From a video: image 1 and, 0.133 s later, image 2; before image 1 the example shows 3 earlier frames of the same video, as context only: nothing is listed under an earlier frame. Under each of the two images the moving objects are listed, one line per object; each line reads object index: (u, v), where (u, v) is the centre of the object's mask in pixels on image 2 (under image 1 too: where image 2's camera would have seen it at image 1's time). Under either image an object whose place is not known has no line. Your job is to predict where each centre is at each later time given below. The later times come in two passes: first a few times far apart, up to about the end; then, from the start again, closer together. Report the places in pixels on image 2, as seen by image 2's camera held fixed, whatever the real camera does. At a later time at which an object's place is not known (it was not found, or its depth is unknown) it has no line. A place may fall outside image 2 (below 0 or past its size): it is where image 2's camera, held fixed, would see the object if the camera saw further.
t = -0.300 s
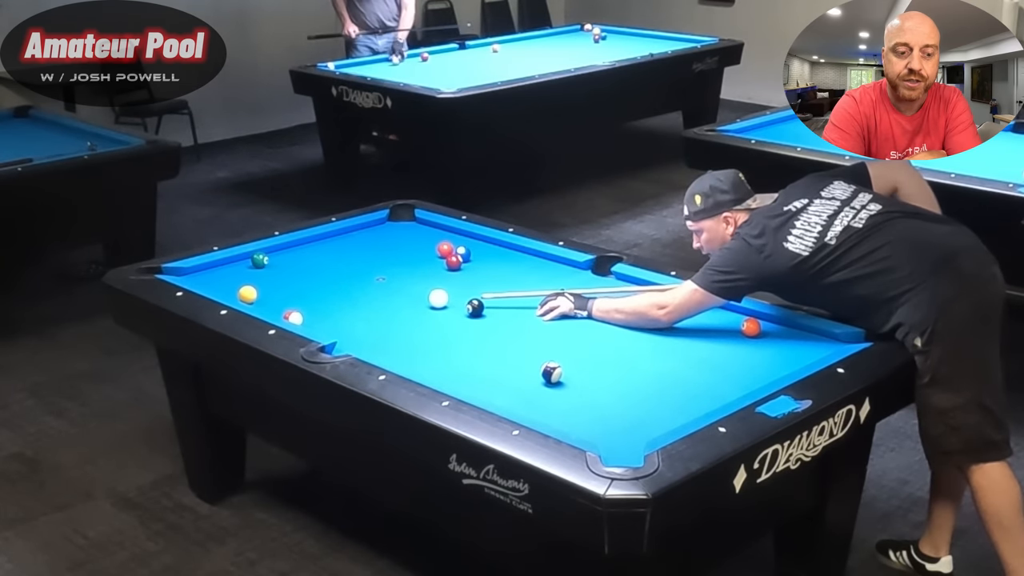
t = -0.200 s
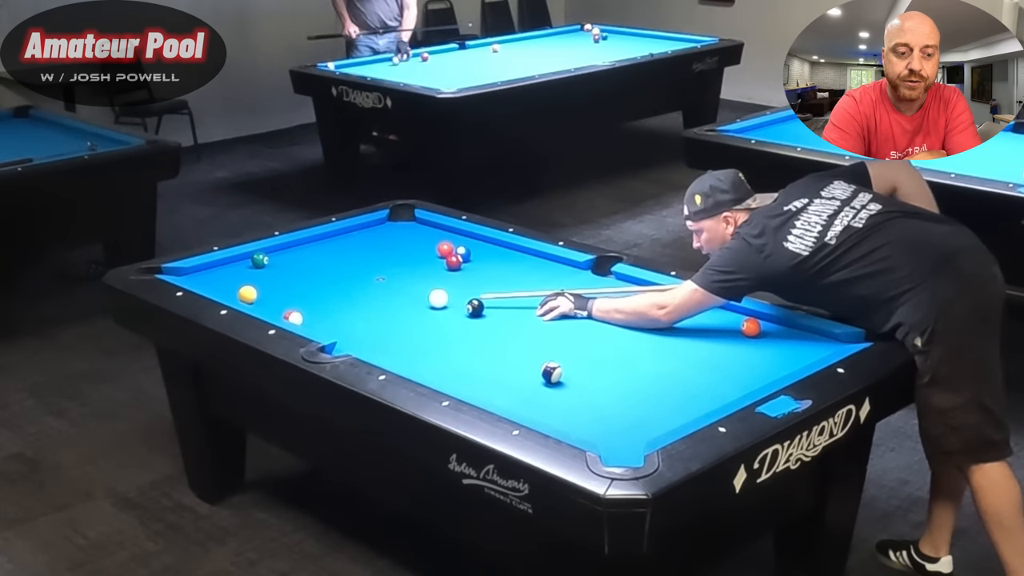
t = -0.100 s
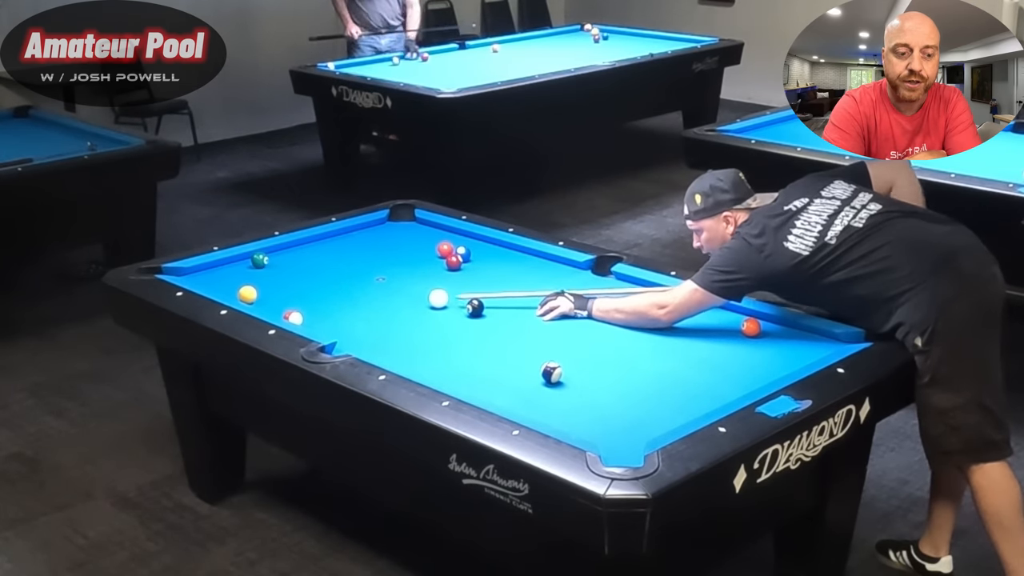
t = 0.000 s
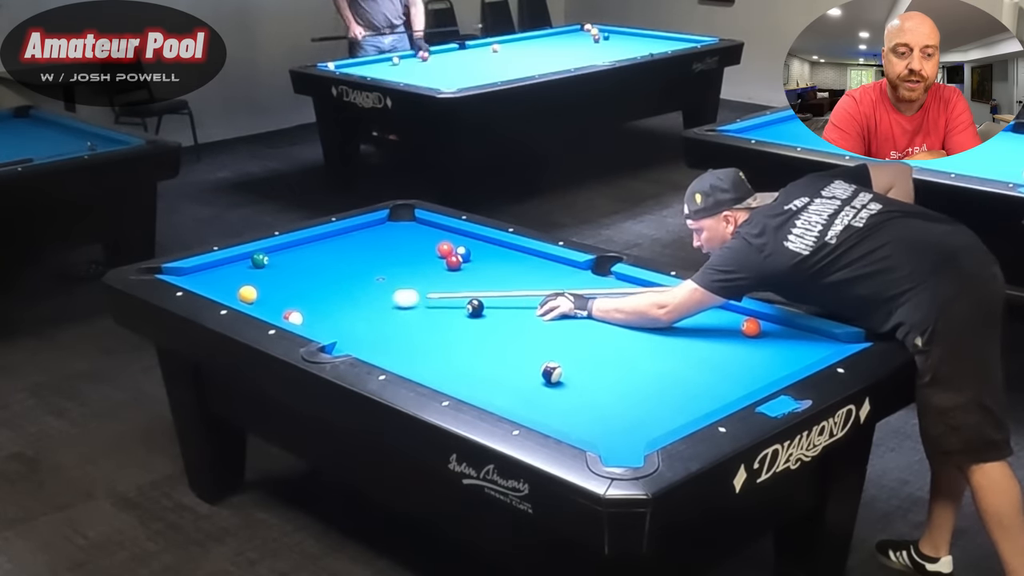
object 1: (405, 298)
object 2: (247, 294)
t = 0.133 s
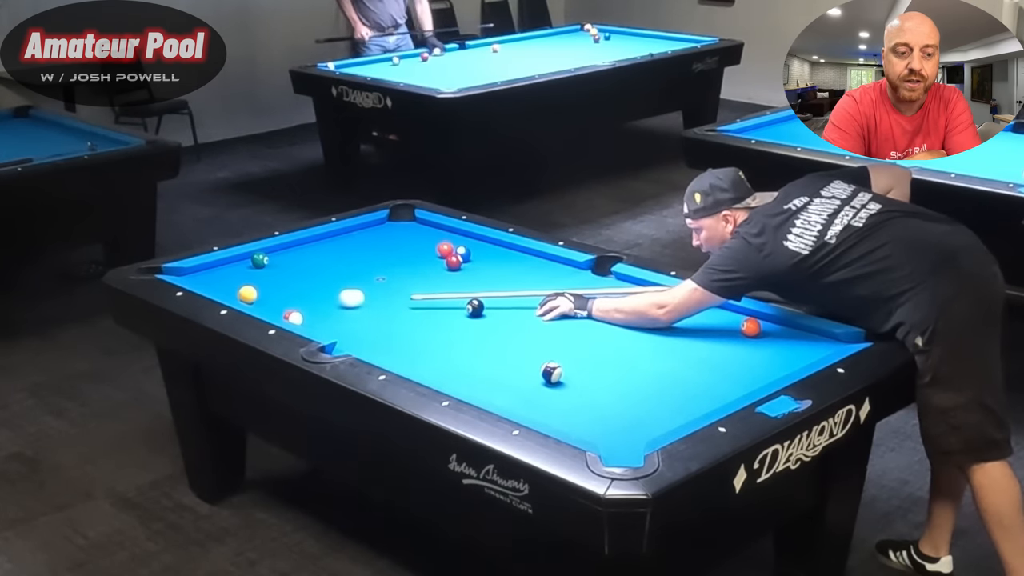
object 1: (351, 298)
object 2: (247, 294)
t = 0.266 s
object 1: (298, 298)
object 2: (247, 294)
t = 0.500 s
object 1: (251, 298)
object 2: (222, 287)
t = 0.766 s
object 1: (275, 289)
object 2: (194, 277)
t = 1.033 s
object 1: (298, 280)
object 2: (178, 271)
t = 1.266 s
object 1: (316, 272)
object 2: (172, 272)
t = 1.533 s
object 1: (335, 265)
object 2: (174, 271)
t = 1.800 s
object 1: (352, 257)
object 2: (175, 270)
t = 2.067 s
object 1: (368, 251)
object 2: (175, 270)
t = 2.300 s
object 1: (380, 246)
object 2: (175, 270)
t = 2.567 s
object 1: (393, 240)
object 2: (175, 270)
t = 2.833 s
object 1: (404, 236)
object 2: (175, 270)
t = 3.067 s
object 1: (414, 232)
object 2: (175, 270)
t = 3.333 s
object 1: (423, 228)
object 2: (175, 270)
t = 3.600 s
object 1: (431, 225)
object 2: (175, 270)
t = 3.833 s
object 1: (424, 226)
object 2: (175, 270)
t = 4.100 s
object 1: (418, 227)
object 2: (175, 270)
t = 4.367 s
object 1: (413, 228)
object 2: (175, 270)
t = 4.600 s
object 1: (410, 229)
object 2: (175, 270)
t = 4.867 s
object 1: (408, 229)
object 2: (175, 270)
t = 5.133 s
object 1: (407, 230)
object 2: (175, 270)
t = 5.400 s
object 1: (407, 230)
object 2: (175, 270)
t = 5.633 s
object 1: (407, 230)
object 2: (175, 270)
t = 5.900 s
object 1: (407, 230)
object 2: (175, 270)
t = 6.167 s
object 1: (407, 230)
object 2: (175, 270)
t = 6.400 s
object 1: (407, 230)
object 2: (175, 269)
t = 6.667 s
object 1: (407, 230)
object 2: (175, 269)
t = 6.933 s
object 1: (407, 230)
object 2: (175, 269)
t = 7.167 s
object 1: (407, 230)
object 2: (175, 270)
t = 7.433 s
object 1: (407, 230)
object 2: (175, 270)
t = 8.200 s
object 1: (407, 230)
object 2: (175, 270)
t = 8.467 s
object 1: (407, 230)
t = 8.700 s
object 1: (407, 230)
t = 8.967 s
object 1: (407, 230)
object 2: (175, 270)
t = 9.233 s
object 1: (407, 230)
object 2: (175, 270)
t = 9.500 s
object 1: (407, 230)
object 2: (175, 270)
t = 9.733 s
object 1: (407, 230)
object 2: (175, 270)
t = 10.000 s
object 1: (406, 230)
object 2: (175, 270)
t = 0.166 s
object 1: (338, 298)
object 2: (247, 294)
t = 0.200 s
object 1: (325, 298)
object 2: (247, 294)
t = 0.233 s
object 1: (312, 298)
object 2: (247, 294)
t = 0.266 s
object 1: (298, 298)
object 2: (247, 294)
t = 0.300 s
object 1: (286, 298)
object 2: (247, 294)
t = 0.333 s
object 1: (272, 298)
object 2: (247, 294)
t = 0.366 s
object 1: (262, 298)
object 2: (245, 293)
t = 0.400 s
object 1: (255, 298)
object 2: (239, 291)
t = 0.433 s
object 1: (250, 299)
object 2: (233, 290)
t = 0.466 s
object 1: (248, 299)
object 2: (227, 288)
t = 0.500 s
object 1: (251, 298)
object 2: (222, 287)
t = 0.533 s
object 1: (254, 297)
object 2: (217, 286)
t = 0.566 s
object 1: (257, 297)
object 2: (212, 284)
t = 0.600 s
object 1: (260, 296)
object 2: (207, 283)
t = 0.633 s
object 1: (263, 294)
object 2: (204, 282)
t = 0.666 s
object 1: (266, 293)
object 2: (201, 280)
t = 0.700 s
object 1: (269, 292)
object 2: (199, 279)
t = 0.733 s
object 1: (272, 291)
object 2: (196, 278)
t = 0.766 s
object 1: (275, 289)
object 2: (194, 277)
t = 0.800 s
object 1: (278, 288)
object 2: (192, 275)
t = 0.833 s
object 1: (281, 287)
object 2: (190, 274)
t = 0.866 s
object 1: (284, 286)
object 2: (187, 273)
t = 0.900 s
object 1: (287, 285)
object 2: (185, 272)
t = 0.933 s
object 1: (289, 283)
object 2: (183, 271)
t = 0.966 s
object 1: (292, 282)
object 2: (181, 271)
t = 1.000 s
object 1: (295, 281)
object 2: (179, 271)
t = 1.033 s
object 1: (298, 280)
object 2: (178, 271)
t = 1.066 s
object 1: (300, 279)
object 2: (176, 272)
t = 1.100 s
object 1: (303, 278)
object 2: (175, 272)
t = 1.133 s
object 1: (306, 277)
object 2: (173, 272)
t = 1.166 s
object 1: (308, 276)
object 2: (172, 272)
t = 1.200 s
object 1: (311, 274)
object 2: (171, 272)
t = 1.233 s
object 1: (313, 273)
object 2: (171, 272)
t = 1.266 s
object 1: (316, 272)
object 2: (172, 272)
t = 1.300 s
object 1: (318, 271)
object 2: (172, 272)
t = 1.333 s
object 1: (321, 270)
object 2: (172, 272)
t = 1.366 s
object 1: (323, 269)
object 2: (173, 272)
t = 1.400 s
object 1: (326, 268)
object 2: (173, 272)
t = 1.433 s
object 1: (328, 267)
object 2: (173, 272)
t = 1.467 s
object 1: (330, 266)
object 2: (173, 272)
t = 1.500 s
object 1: (333, 265)
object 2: (174, 272)
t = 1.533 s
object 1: (335, 265)
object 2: (174, 271)
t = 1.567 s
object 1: (337, 264)
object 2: (174, 271)
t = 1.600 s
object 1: (339, 263)
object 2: (174, 271)
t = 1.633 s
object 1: (341, 262)
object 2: (174, 271)
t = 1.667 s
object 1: (344, 261)
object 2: (175, 271)
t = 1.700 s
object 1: (346, 260)
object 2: (175, 271)
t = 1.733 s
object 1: (348, 259)
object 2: (175, 270)
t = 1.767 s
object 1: (350, 258)
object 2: (175, 271)
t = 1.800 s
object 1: (352, 257)
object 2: (175, 270)
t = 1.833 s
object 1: (354, 257)
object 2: (175, 270)
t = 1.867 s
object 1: (356, 256)
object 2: (175, 270)
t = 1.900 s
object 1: (358, 255)
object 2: (175, 270)
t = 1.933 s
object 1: (360, 254)
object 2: (175, 270)
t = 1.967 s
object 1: (362, 253)
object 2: (175, 270)
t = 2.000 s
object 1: (364, 252)
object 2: (175, 270)
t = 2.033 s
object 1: (366, 252)
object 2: (175, 270)
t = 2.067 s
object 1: (368, 251)
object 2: (175, 270)
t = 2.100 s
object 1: (369, 250)
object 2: (175, 270)
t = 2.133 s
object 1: (371, 249)
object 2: (175, 270)
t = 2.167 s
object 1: (373, 249)
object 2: (175, 270)
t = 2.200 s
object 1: (375, 248)
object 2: (175, 270)
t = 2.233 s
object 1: (376, 247)
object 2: (175, 270)
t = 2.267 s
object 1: (378, 246)
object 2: (175, 270)
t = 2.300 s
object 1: (380, 246)
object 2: (175, 270)
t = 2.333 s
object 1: (381, 245)
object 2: (175, 270)
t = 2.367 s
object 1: (383, 244)
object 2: (175, 270)
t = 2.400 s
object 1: (385, 244)
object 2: (175, 270)
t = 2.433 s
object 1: (386, 243)
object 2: (175, 270)
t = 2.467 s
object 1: (388, 242)
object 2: (175, 270)
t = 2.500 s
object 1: (390, 242)
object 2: (175, 270)
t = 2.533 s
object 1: (391, 241)
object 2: (175, 270)
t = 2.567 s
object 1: (393, 240)
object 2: (175, 270)
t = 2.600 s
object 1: (394, 240)
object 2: (175, 270)
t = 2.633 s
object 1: (396, 239)
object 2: (175, 270)
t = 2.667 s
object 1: (397, 239)
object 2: (175, 270)
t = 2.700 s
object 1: (399, 238)
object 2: (175, 270)
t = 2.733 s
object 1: (400, 237)
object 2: (175, 270)
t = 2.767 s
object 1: (402, 237)
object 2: (175, 270)
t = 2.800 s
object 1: (403, 236)
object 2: (175, 270)
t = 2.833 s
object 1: (404, 236)
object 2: (175, 270)
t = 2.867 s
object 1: (406, 235)
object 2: (175, 270)
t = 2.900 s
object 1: (407, 234)
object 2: (175, 270)
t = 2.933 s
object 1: (408, 234)
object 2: (175, 270)
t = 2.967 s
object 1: (410, 233)
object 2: (175, 270)
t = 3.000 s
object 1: (411, 233)
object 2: (175, 270)
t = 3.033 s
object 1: (412, 232)
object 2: (175, 270)
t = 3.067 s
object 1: (414, 232)
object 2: (175, 270)
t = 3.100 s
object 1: (415, 231)
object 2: (175, 270)
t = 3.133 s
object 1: (416, 231)
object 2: (175, 270)
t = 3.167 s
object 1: (417, 230)
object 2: (175, 270)
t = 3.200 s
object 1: (419, 230)
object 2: (175, 270)
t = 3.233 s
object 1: (420, 229)
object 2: (175, 270)
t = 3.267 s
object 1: (421, 229)
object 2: (175, 270)
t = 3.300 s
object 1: (422, 228)
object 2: (175, 270)
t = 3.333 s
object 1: (423, 228)
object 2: (175, 270)
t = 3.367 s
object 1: (424, 227)
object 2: (175, 270)
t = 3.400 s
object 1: (426, 227)
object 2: (175, 270)
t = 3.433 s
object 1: (427, 227)
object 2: (175, 270)
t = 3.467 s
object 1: (428, 226)
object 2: (175, 270)
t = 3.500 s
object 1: (429, 226)
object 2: (175, 270)
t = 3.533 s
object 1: (430, 225)
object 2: (175, 270)
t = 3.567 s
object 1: (431, 225)
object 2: (175, 270)
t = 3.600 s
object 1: (431, 225)
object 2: (175, 270)
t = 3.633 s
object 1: (430, 225)
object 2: (175, 270)
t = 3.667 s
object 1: (429, 225)
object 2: (175, 270)
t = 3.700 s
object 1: (428, 225)
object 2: (175, 270)
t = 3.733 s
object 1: (427, 225)
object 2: (175, 270)
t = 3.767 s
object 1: (426, 226)
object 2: (175, 270)
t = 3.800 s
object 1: (425, 226)
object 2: (175, 270)
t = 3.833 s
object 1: (424, 226)
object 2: (175, 270)
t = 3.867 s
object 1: (423, 226)
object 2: (175, 270)
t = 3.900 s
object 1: (423, 226)
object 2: (175, 270)
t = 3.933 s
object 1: (422, 226)
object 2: (175, 270)
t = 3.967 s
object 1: (421, 227)
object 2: (175, 270)
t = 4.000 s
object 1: (420, 227)
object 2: (175, 270)
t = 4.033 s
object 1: (420, 227)
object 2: (175, 270)
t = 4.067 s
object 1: (419, 227)
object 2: (175, 270)
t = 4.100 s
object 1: (418, 227)
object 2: (175, 270)
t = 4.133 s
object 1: (417, 227)
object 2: (175, 270)
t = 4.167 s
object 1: (417, 227)
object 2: (175, 270)
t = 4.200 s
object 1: (416, 227)
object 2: (175, 270)
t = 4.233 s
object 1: (416, 228)
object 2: (175, 270)
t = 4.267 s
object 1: (415, 228)
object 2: (175, 270)
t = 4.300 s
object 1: (414, 228)
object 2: (175, 270)
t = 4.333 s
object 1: (414, 228)
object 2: (175, 270)
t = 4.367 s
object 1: (413, 228)
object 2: (175, 270)
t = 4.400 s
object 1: (413, 228)
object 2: (175, 270)
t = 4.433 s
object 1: (412, 228)
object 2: (175, 270)
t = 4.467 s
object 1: (412, 228)
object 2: (175, 270)
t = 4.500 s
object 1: (411, 228)
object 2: (175, 270)
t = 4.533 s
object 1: (411, 229)
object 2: (175, 270)
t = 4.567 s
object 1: (411, 229)
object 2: (175, 270)
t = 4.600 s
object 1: (410, 229)
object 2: (175, 270)
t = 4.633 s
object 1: (410, 229)
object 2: (175, 270)
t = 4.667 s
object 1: (410, 229)
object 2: (175, 270)
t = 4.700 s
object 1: (410, 229)
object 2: (175, 270)
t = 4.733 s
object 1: (409, 229)
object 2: (175, 270)
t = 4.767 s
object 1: (409, 229)
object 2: (175, 270)
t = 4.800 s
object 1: (409, 229)
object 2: (175, 270)
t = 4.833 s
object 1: (408, 229)
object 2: (175, 270)
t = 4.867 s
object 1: (408, 229)
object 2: (175, 270)
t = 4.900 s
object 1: (408, 230)
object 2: (175, 270)
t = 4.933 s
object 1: (408, 230)
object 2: (175, 270)
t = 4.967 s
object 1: (407, 230)
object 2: (175, 270)
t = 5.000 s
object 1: (407, 230)
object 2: (175, 270)
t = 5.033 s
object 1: (407, 230)
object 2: (175, 270)
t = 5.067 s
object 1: (407, 230)
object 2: (175, 270)
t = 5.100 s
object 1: (407, 230)
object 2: (175, 270)
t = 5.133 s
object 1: (407, 230)
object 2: (175, 270)
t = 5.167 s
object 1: (407, 230)
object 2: (175, 270)
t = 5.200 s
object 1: (407, 230)
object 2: (175, 270)
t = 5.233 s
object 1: (407, 230)
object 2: (175, 270)
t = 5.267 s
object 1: (407, 230)
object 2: (175, 270)
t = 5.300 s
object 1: (407, 230)
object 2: (175, 270)
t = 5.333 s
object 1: (407, 230)
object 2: (175, 270)
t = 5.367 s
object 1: (407, 230)
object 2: (175, 270)
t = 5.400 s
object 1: (407, 230)
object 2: (175, 270)
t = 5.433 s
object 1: (406, 230)
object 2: (175, 270)
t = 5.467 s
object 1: (407, 230)
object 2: (175, 270)
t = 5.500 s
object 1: (407, 230)
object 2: (175, 270)
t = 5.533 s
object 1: (407, 230)
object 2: (175, 270)
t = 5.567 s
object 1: (407, 230)
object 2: (175, 270)
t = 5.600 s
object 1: (407, 230)
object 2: (175, 270)
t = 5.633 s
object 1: (407, 230)
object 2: (175, 270)
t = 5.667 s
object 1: (407, 230)
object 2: (175, 270)
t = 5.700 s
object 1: (407, 230)
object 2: (175, 270)
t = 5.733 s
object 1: (407, 230)
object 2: (175, 270)
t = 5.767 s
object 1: (407, 230)
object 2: (175, 270)
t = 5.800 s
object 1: (407, 230)
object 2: (175, 270)
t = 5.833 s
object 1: (407, 230)
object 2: (175, 270)
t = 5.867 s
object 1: (407, 230)
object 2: (175, 270)
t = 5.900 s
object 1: (407, 230)
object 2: (175, 270)
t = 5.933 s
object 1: (407, 230)
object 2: (175, 270)
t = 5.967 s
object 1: (407, 230)
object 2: (175, 270)
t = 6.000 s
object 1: (407, 230)
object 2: (175, 269)
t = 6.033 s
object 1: (407, 230)
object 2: (175, 270)
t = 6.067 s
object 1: (407, 230)
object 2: (175, 270)
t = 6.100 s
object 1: (407, 230)
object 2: (175, 270)
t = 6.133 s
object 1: (407, 230)
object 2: (175, 270)
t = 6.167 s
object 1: (407, 230)
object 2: (175, 270)
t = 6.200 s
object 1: (407, 230)
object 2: (175, 270)
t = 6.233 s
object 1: (407, 230)
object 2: (175, 269)
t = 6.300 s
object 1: (407, 230)
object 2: (175, 269)
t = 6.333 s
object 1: (407, 230)
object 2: (175, 269)
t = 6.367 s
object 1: (407, 230)
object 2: (175, 270)
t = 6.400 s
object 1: (407, 230)
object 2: (175, 269)
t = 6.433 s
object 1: (407, 230)
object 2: (175, 270)
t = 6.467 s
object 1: (407, 230)
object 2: (175, 270)
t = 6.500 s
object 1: (407, 230)
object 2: (175, 269)
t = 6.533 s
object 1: (407, 230)
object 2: (175, 270)
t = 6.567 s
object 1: (407, 230)
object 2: (175, 269)
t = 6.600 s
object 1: (407, 230)
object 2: (175, 270)
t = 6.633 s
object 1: (407, 230)
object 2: (175, 270)
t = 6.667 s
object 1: (407, 230)
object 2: (175, 269)
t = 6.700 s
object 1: (407, 230)
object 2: (175, 270)
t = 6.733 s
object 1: (407, 230)
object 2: (175, 270)
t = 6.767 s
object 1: (407, 230)
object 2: (175, 270)
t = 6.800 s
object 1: (407, 230)
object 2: (175, 269)
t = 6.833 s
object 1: (407, 230)
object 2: (175, 269)
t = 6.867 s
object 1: (407, 230)
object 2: (175, 270)
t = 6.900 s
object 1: (407, 230)
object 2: (175, 269)
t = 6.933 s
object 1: (407, 230)
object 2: (175, 269)
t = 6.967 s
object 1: (407, 230)
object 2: (175, 270)
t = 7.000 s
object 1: (407, 230)
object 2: (175, 270)
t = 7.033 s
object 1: (407, 230)
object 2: (175, 269)
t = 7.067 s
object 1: (407, 230)
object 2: (175, 269)
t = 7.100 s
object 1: (407, 230)
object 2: (175, 270)
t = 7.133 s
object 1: (407, 230)
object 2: (175, 270)
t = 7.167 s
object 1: (407, 230)
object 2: (175, 270)
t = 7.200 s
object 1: (407, 230)
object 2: (175, 270)
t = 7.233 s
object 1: (407, 230)
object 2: (175, 270)
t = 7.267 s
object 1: (407, 230)
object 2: (175, 270)
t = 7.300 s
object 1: (407, 230)
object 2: (175, 270)
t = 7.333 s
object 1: (407, 230)
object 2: (175, 270)
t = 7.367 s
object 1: (407, 230)
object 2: (175, 270)
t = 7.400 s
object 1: (407, 230)
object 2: (175, 270)
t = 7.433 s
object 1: (407, 230)
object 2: (175, 270)
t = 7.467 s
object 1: (407, 230)
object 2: (175, 270)
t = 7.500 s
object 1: (407, 230)
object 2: (175, 270)
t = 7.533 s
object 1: (407, 230)
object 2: (175, 270)
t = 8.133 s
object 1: (407, 230)
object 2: (175, 270)
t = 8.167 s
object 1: (407, 230)
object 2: (175, 270)
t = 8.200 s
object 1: (407, 230)
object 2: (175, 270)
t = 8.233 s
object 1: (407, 230)
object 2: (175, 270)
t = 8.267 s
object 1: (407, 230)
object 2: (175, 270)
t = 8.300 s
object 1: (407, 230)
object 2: (175, 270)
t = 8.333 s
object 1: (407, 230)
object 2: (171, 273)
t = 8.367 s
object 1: (407, 230)
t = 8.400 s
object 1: (407, 230)
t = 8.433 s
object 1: (407, 230)
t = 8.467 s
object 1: (407, 230)
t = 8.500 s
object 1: (407, 230)
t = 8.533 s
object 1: (407, 230)
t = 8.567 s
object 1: (407, 230)
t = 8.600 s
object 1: (407, 230)
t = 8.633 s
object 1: (407, 230)
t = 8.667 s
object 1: (407, 230)
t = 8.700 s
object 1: (407, 230)
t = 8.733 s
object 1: (407, 230)
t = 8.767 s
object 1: (407, 230)
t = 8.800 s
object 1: (407, 230)
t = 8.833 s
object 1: (407, 230)
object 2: (176, 266)
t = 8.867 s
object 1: (407, 230)
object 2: (176, 268)
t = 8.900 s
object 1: (407, 230)
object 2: (176, 269)
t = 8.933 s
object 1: (407, 230)
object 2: (175, 270)
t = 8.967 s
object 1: (407, 230)
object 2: (175, 270)
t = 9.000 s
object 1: (407, 230)
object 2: (175, 270)
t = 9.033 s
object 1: (407, 230)
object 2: (175, 270)
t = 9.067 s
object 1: (407, 230)
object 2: (175, 270)
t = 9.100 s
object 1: (407, 230)
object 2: (175, 270)
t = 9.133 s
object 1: (407, 230)
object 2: (175, 270)
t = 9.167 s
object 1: (407, 230)
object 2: (175, 270)
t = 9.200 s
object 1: (407, 230)
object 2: (175, 270)
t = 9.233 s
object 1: (407, 230)
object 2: (175, 270)
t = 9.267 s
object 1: (407, 230)
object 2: (175, 270)
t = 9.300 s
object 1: (407, 230)
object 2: (175, 270)
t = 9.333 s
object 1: (407, 230)
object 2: (175, 270)
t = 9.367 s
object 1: (407, 230)
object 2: (175, 270)
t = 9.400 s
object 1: (407, 230)
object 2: (175, 270)
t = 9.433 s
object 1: (407, 230)
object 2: (175, 270)
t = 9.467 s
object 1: (407, 230)
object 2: (175, 270)
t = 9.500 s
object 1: (407, 230)
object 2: (175, 270)
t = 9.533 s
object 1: (407, 230)
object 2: (175, 270)
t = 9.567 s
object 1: (407, 230)
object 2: (175, 270)
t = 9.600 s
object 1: (407, 230)
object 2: (175, 270)
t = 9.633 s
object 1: (407, 230)
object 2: (175, 270)
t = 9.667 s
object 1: (407, 230)
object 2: (175, 270)
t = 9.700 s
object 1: (407, 230)
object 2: (175, 270)
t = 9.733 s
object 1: (407, 230)
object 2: (175, 270)
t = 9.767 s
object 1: (407, 230)
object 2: (175, 270)
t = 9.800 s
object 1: (407, 230)
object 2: (175, 270)
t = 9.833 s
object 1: (407, 230)
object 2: (175, 270)
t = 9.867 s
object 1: (407, 230)
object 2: (175, 270)
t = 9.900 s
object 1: (407, 230)
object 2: (175, 270)
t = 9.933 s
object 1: (406, 230)
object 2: (175, 270)
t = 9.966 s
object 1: (406, 230)
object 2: (175, 270)
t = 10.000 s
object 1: (406, 230)
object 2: (175, 270)
